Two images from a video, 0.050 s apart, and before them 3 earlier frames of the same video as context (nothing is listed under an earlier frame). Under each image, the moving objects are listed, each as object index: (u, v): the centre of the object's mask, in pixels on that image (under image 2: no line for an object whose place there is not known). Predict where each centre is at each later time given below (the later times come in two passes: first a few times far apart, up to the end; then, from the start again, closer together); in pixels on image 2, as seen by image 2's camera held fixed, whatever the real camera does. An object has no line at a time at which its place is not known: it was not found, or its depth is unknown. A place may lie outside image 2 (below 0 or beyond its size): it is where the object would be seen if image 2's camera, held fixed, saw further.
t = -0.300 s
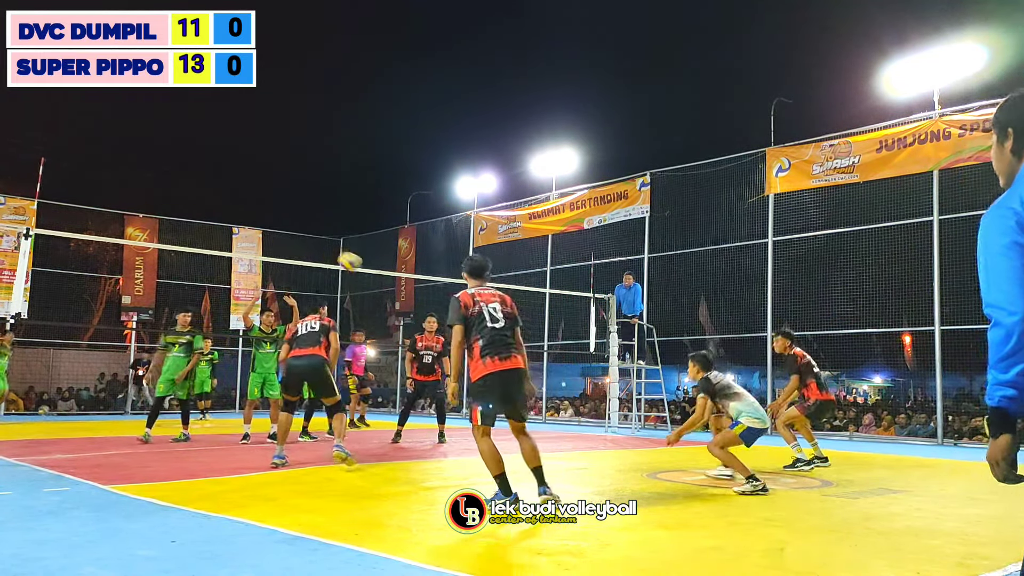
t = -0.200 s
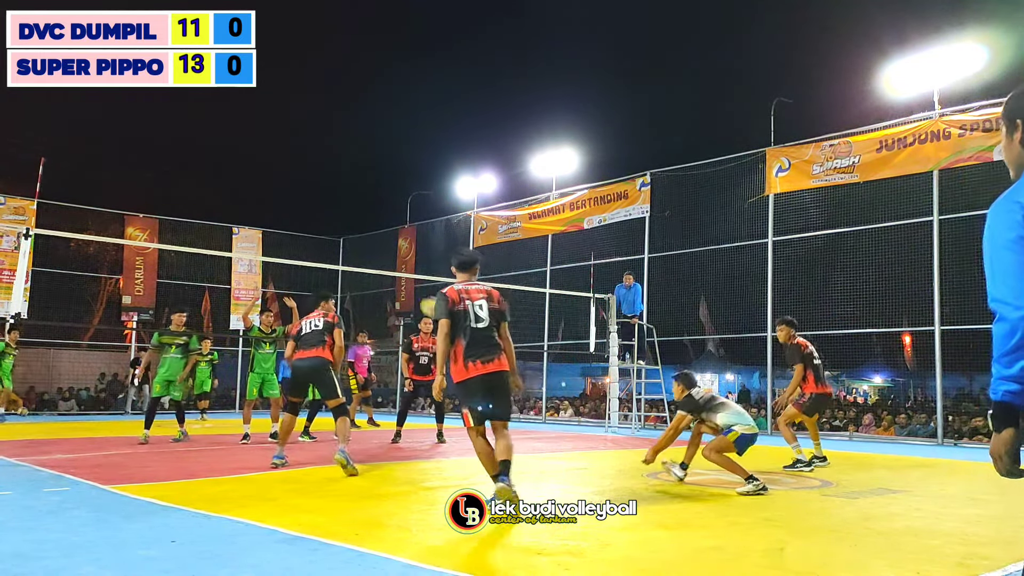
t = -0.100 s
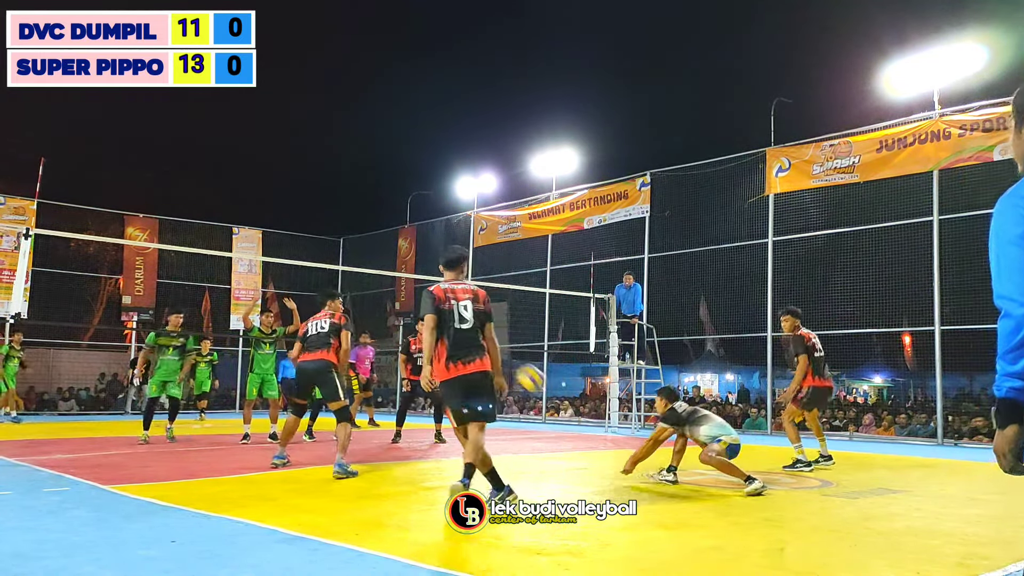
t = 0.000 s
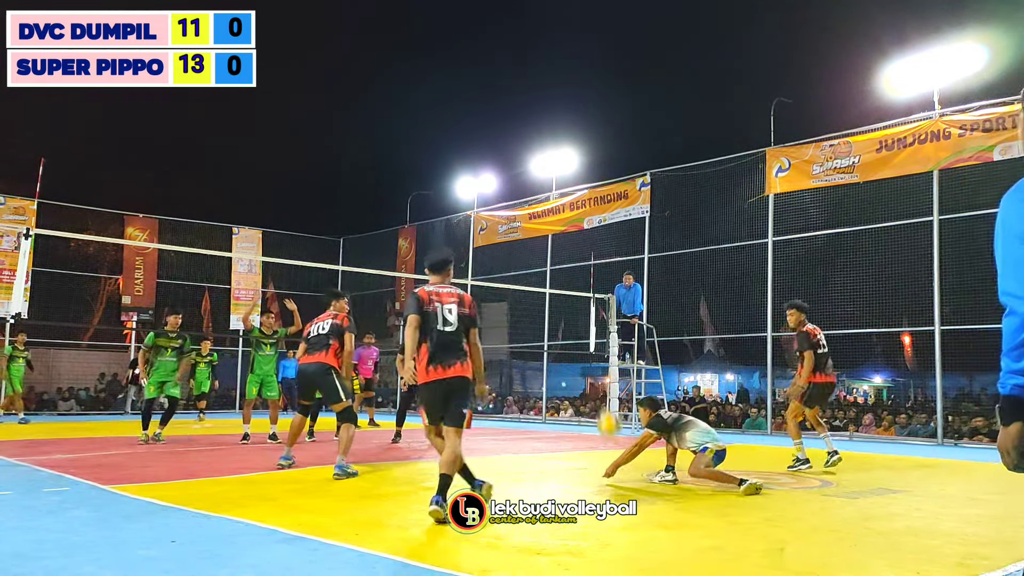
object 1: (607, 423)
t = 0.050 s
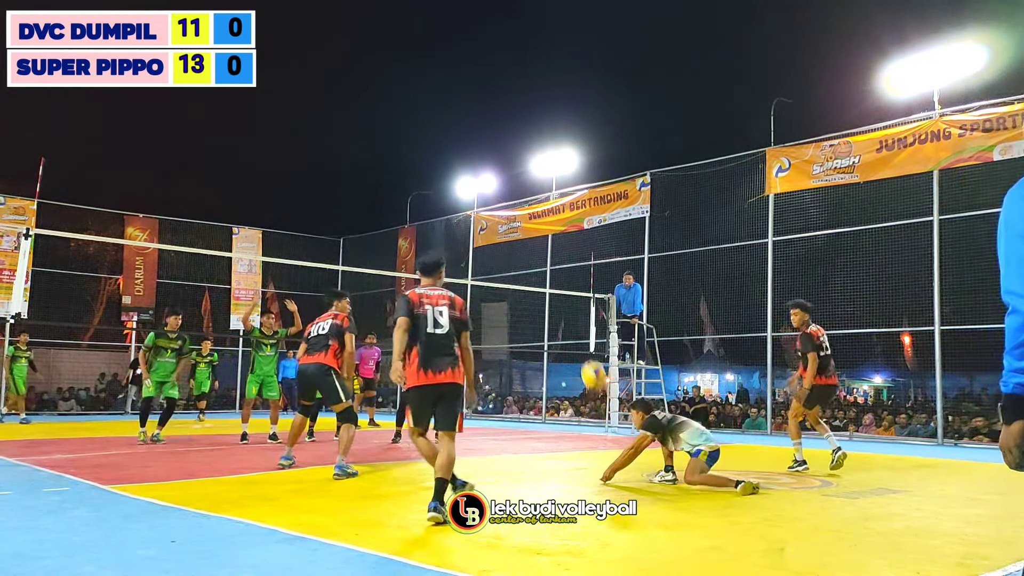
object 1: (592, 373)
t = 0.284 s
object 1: (537, 216)
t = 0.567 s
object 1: (486, 128)
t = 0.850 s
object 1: (447, 122)
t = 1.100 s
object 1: (416, 167)
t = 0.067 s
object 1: (588, 360)
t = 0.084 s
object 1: (583, 346)
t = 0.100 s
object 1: (579, 330)
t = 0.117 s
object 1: (575, 320)
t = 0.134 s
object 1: (570, 306)
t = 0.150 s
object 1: (566, 293)
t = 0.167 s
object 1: (562, 281)
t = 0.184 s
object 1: (558, 271)
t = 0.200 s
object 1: (554, 262)
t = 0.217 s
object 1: (551, 250)
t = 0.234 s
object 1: (547, 241)
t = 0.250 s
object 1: (543, 233)
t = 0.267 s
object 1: (540, 222)
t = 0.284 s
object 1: (537, 216)
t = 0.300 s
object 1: (531, 208)
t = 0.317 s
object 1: (529, 199)
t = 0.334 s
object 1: (525, 192)
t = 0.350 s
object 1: (522, 184)
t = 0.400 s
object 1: (513, 166)
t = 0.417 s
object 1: (511, 162)
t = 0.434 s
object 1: (508, 157)
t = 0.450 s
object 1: (505, 153)
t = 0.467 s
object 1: (502, 148)
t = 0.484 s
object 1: (499, 144)
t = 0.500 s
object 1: (497, 140)
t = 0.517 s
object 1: (494, 137)
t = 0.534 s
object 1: (491, 134)
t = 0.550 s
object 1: (489, 131)
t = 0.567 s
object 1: (486, 128)
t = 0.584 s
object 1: (483, 126)
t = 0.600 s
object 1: (481, 124)
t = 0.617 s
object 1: (478, 122)
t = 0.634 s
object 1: (476, 121)
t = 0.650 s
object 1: (474, 119)
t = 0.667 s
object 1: (471, 118)
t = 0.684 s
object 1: (469, 117)
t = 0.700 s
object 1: (467, 117)
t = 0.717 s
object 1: (464, 117)
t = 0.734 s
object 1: (462, 116)
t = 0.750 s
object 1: (460, 117)
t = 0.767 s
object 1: (457, 117)
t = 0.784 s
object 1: (455, 118)
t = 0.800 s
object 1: (453, 118)
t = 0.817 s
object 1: (451, 119)
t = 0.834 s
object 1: (449, 121)
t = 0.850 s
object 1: (447, 122)
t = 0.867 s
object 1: (445, 124)
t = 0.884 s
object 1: (443, 126)
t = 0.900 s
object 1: (440, 128)
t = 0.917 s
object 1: (438, 130)
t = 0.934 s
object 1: (436, 133)
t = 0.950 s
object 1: (434, 135)
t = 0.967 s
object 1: (432, 138)
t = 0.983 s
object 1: (430, 142)
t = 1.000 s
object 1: (428, 145)
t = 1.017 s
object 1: (426, 148)
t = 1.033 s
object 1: (424, 152)
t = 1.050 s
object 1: (422, 155)
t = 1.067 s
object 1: (420, 160)
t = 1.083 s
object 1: (419, 164)
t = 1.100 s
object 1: (416, 167)
